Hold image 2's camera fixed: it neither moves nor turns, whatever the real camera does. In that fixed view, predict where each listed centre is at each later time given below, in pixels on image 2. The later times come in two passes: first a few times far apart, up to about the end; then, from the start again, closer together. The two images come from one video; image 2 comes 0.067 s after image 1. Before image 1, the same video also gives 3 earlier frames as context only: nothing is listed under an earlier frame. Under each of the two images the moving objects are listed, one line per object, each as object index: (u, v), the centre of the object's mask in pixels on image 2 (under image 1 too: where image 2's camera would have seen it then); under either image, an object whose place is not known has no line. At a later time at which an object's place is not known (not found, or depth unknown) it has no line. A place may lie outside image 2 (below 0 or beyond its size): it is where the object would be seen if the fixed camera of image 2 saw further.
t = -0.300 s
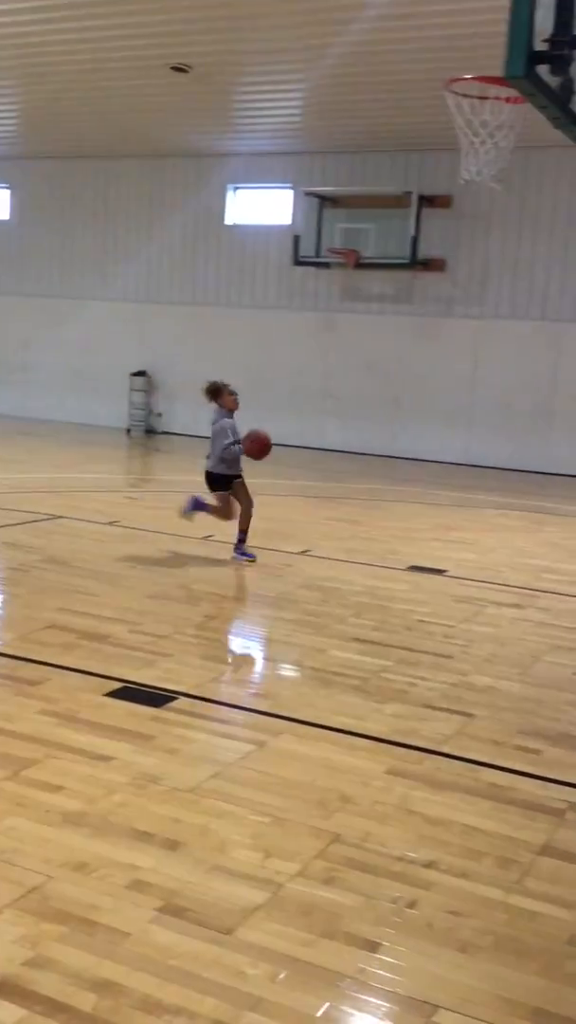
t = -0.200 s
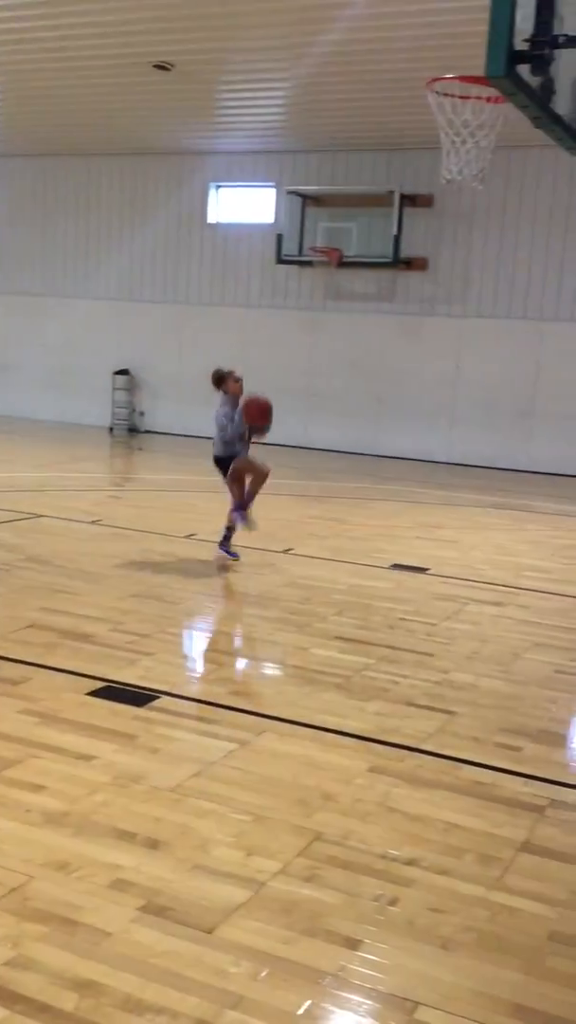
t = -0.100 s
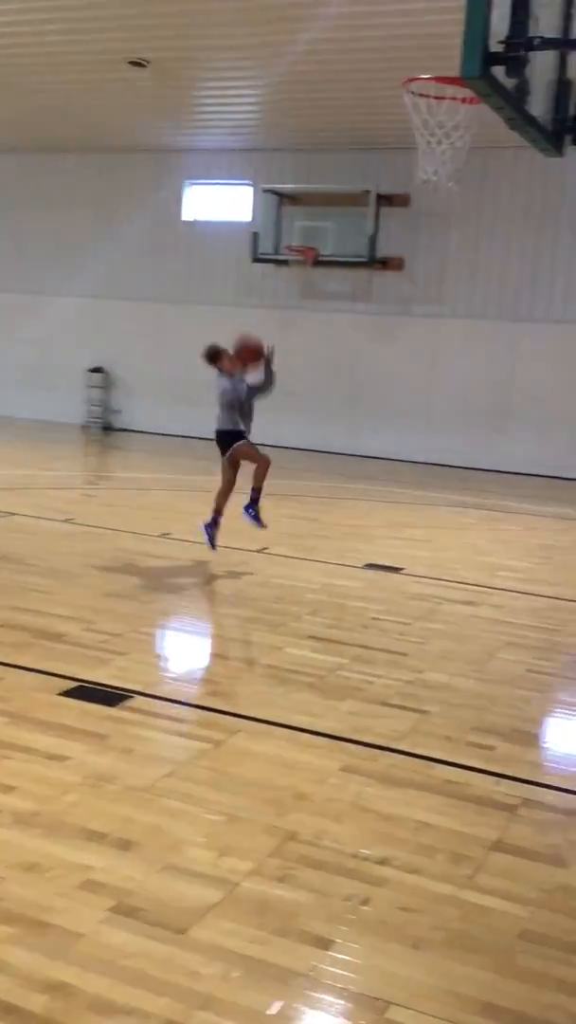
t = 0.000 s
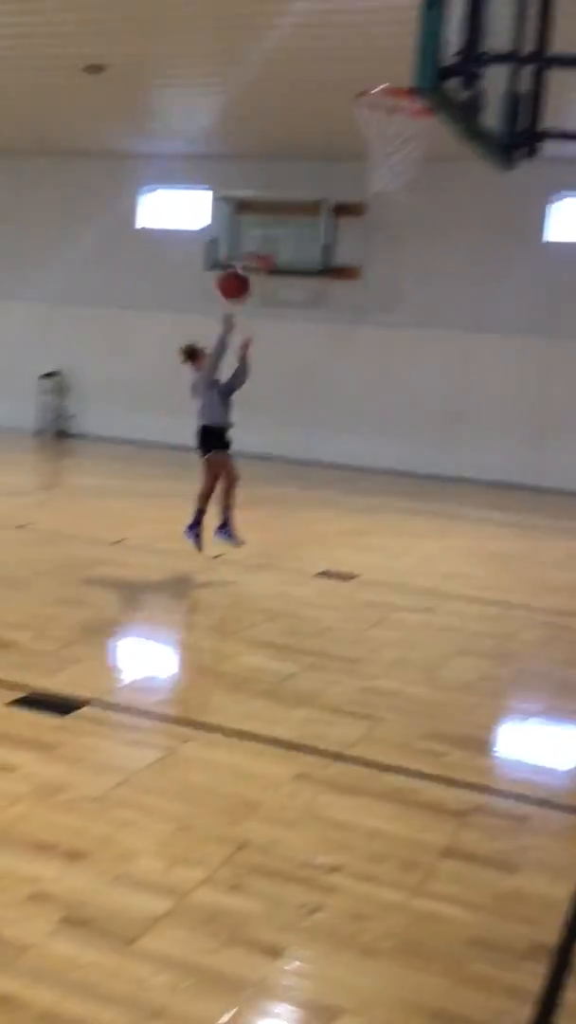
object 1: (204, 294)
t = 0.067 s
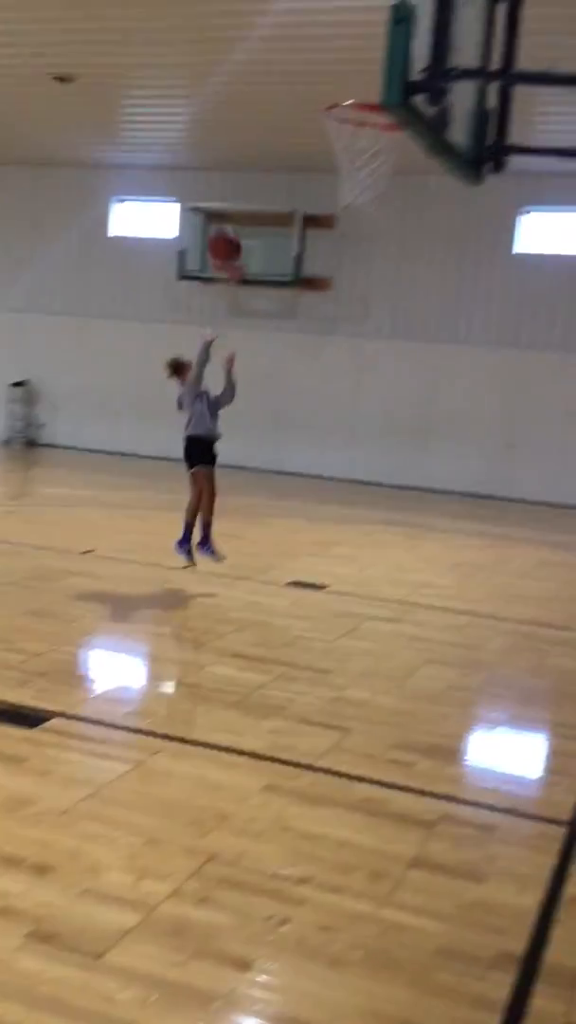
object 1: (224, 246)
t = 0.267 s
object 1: (284, 133)
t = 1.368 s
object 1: (238, 163)
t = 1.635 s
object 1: (171, 373)
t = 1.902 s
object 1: (113, 595)
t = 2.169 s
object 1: (68, 398)
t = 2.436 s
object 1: (15, 321)
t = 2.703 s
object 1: (-45, 374)
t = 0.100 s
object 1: (234, 226)
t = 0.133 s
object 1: (243, 204)
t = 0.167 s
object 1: (253, 186)
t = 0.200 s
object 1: (263, 167)
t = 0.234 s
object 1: (274, 149)
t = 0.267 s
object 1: (284, 133)
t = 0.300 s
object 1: (295, 119)
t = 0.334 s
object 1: (305, 106)
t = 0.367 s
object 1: (317, 96)
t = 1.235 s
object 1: (271, 104)
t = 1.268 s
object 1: (262, 116)
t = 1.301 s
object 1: (254, 129)
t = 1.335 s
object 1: (246, 146)
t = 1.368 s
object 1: (238, 163)
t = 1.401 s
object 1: (229, 184)
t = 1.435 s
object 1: (220, 207)
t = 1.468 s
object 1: (212, 231)
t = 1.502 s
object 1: (204, 256)
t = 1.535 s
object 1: (195, 282)
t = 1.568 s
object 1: (188, 310)
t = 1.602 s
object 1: (180, 340)
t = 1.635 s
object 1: (171, 373)
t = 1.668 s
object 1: (163, 406)
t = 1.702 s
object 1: (155, 439)
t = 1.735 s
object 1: (149, 476)
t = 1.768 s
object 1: (141, 513)
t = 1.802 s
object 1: (133, 554)
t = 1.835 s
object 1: (125, 595)
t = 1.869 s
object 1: (119, 624)
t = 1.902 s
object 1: (113, 595)
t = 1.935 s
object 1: (108, 565)
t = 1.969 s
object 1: (102, 535)
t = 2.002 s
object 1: (97, 508)
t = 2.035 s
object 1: (91, 483)
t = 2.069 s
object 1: (86, 459)
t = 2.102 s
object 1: (79, 436)
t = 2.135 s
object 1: (74, 417)
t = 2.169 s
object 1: (68, 398)
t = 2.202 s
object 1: (62, 381)
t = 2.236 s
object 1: (56, 366)
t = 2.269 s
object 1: (50, 354)
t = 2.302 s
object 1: (43, 343)
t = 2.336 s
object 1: (36, 335)
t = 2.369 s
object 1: (29, 328)
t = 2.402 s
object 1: (22, 323)
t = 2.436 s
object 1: (15, 321)
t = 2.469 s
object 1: (8, 320)
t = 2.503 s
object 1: (1, 322)
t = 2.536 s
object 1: (-7, 325)
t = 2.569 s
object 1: (-14, 331)
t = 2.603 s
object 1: (-21, 339)
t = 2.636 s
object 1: (-29, 348)
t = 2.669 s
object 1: (-37, 360)
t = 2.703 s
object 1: (-45, 374)
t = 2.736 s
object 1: (-54, 390)
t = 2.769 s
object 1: (-62, 407)
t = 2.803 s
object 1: (-71, 428)
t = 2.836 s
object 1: (-80, 449)
